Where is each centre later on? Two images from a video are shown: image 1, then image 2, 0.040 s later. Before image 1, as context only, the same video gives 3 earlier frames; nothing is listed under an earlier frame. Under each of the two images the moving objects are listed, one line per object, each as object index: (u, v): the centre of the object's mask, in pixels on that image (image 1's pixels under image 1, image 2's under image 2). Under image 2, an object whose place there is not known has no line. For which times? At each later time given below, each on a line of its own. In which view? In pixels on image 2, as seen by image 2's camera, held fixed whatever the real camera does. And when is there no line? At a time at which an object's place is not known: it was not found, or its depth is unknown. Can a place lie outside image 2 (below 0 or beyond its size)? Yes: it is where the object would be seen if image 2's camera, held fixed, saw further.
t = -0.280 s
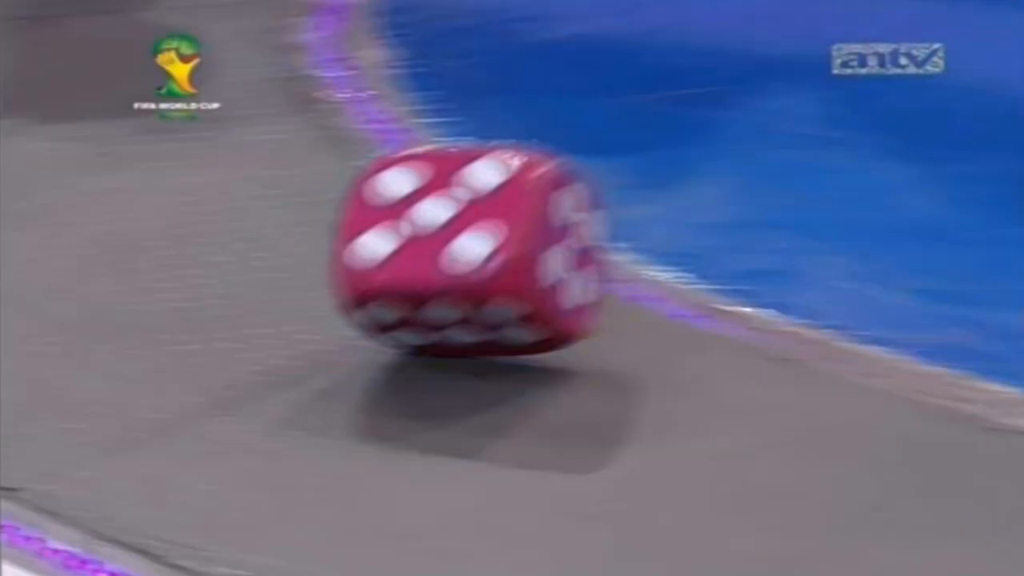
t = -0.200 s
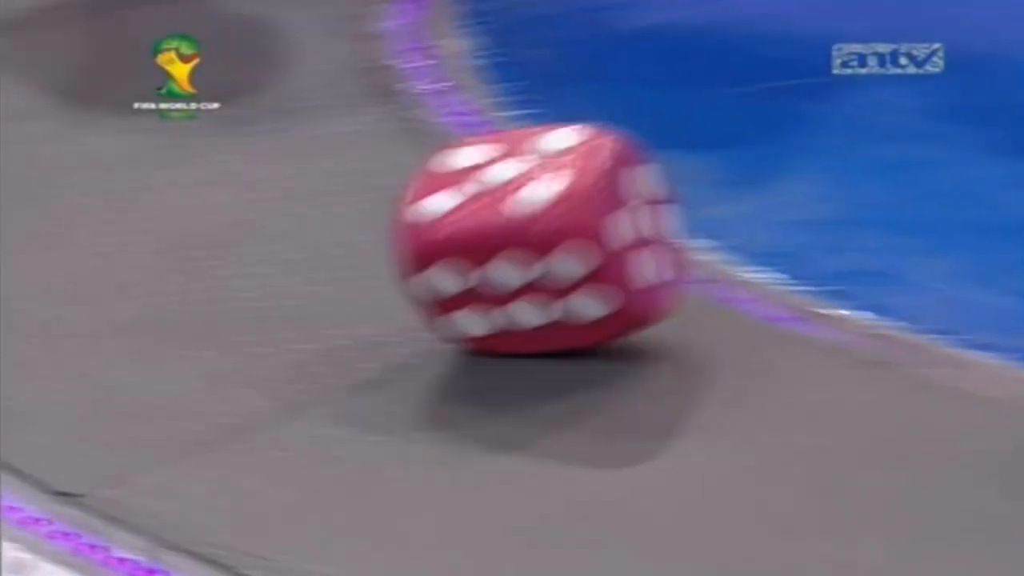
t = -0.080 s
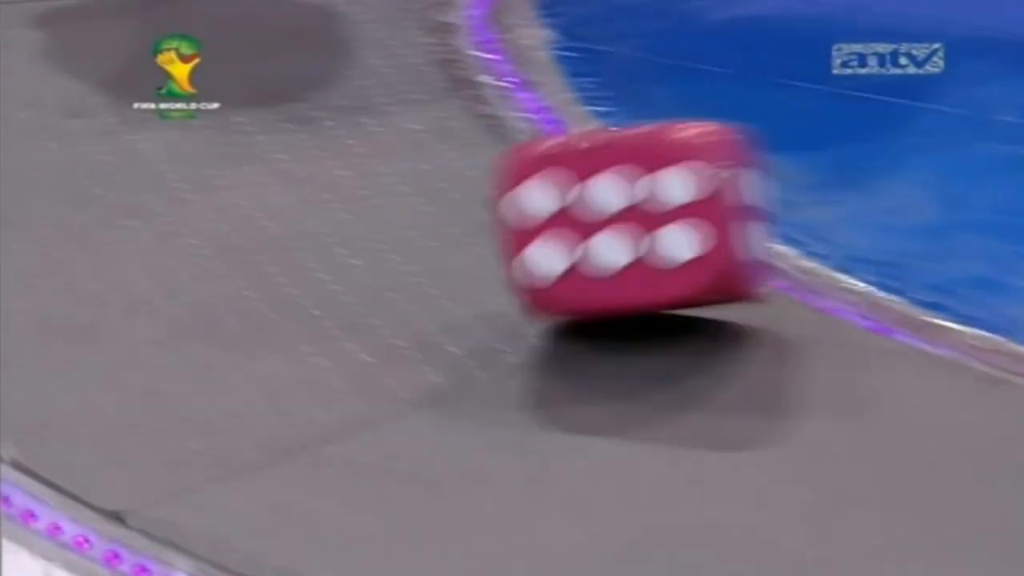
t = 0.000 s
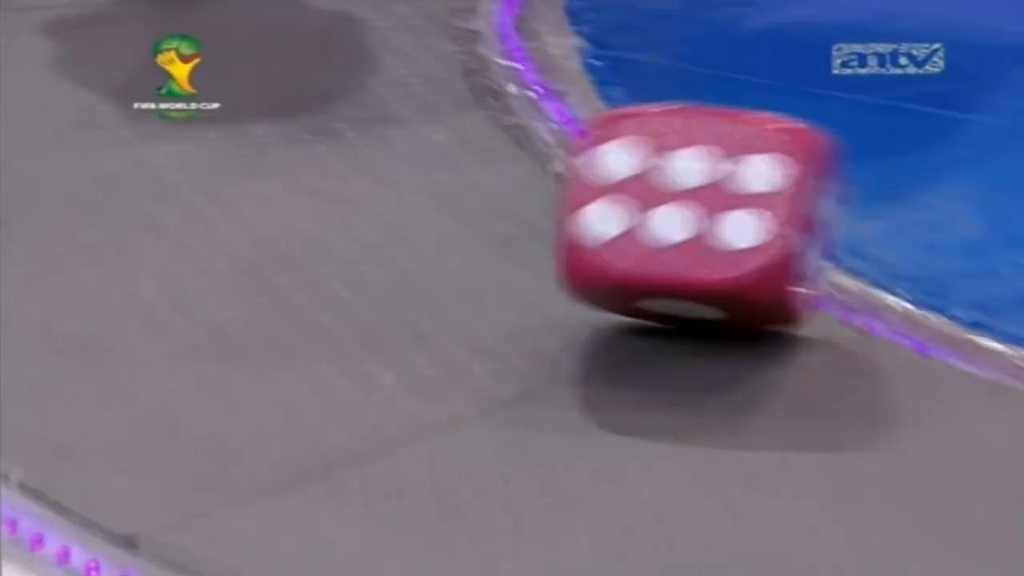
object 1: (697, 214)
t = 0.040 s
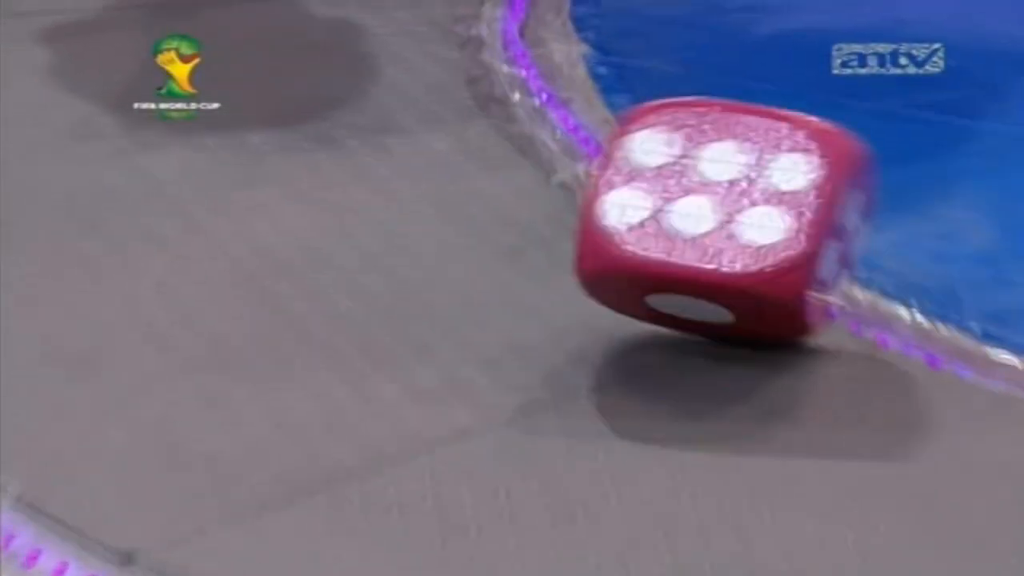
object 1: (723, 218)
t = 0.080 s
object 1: (739, 214)
